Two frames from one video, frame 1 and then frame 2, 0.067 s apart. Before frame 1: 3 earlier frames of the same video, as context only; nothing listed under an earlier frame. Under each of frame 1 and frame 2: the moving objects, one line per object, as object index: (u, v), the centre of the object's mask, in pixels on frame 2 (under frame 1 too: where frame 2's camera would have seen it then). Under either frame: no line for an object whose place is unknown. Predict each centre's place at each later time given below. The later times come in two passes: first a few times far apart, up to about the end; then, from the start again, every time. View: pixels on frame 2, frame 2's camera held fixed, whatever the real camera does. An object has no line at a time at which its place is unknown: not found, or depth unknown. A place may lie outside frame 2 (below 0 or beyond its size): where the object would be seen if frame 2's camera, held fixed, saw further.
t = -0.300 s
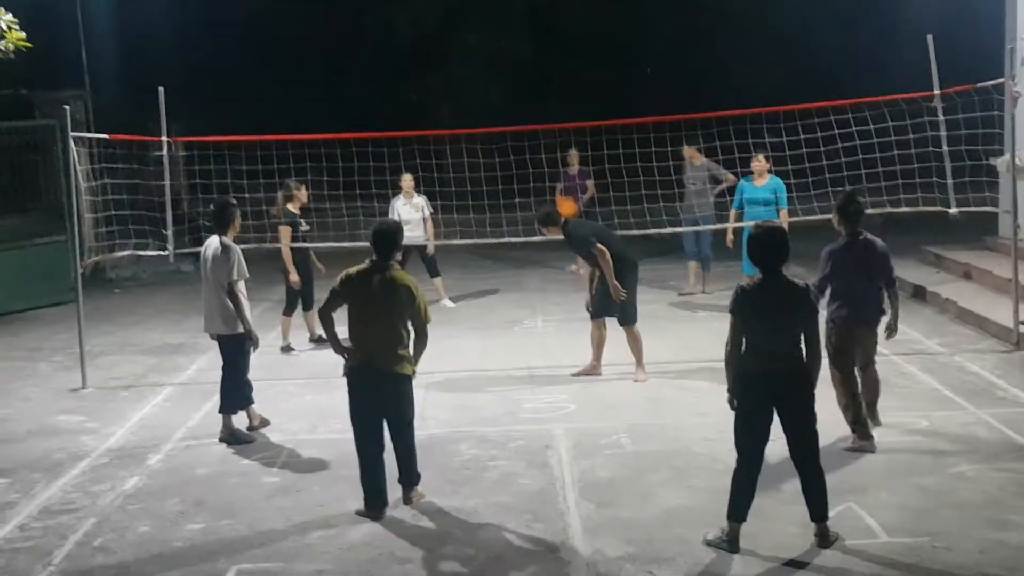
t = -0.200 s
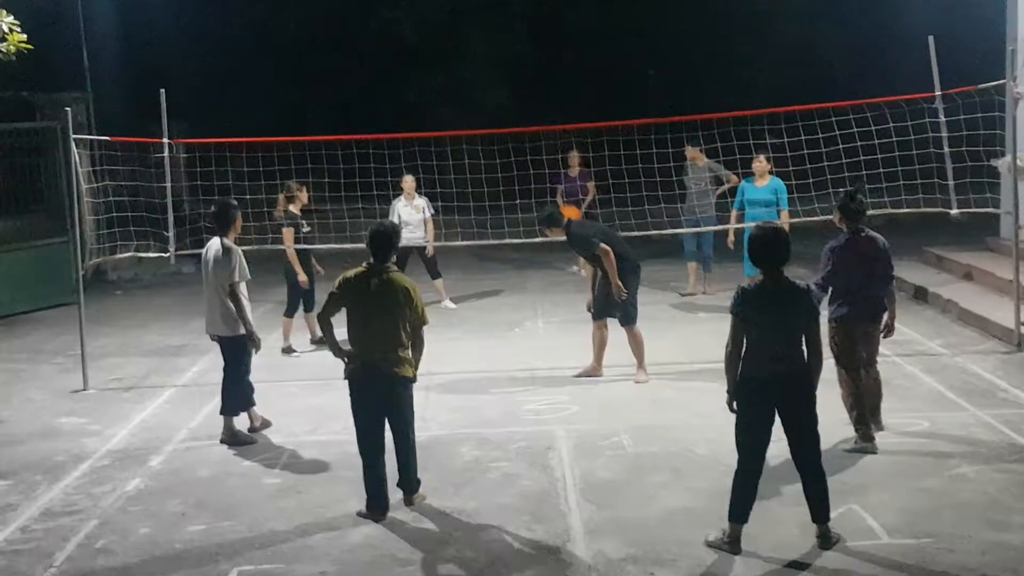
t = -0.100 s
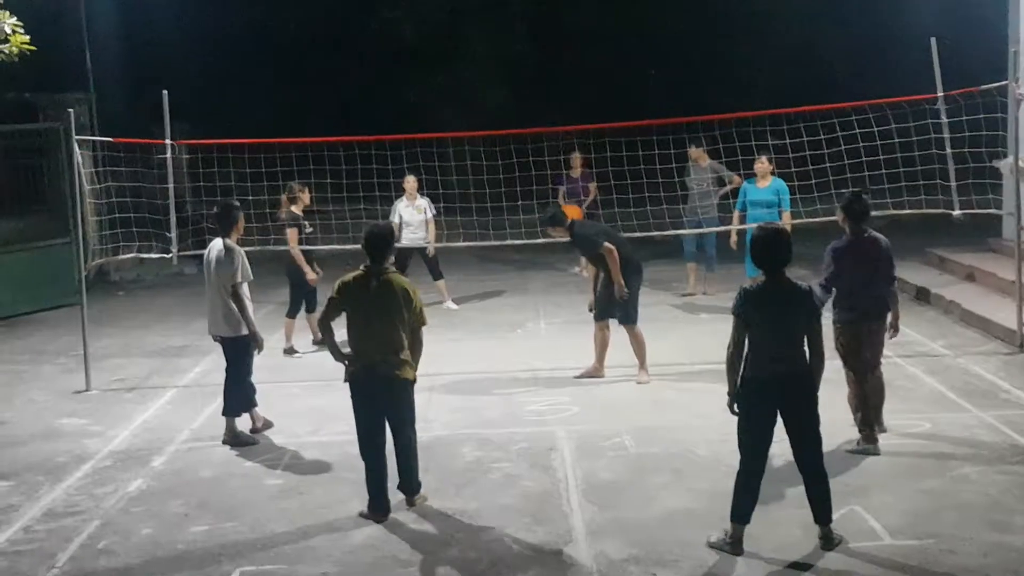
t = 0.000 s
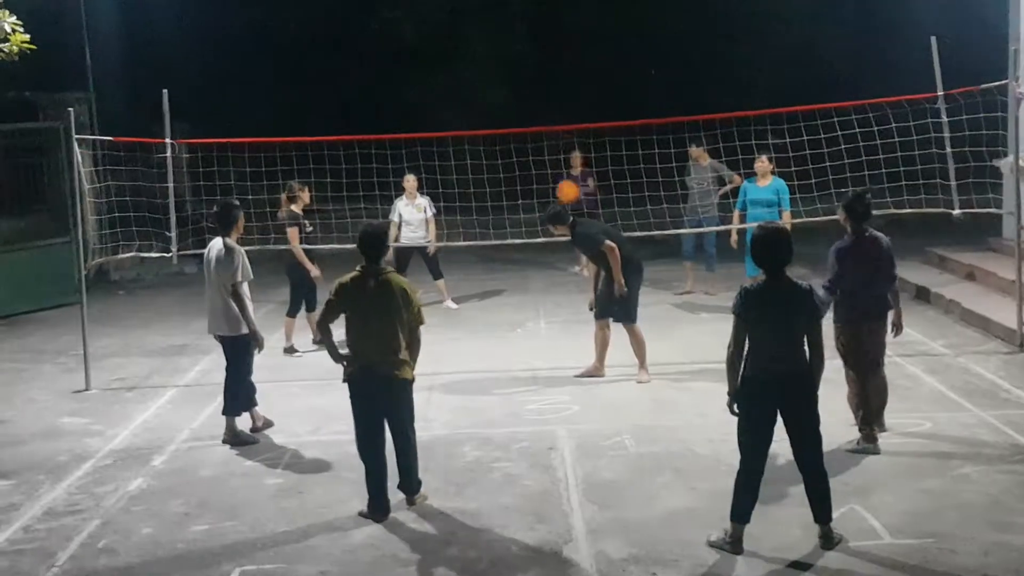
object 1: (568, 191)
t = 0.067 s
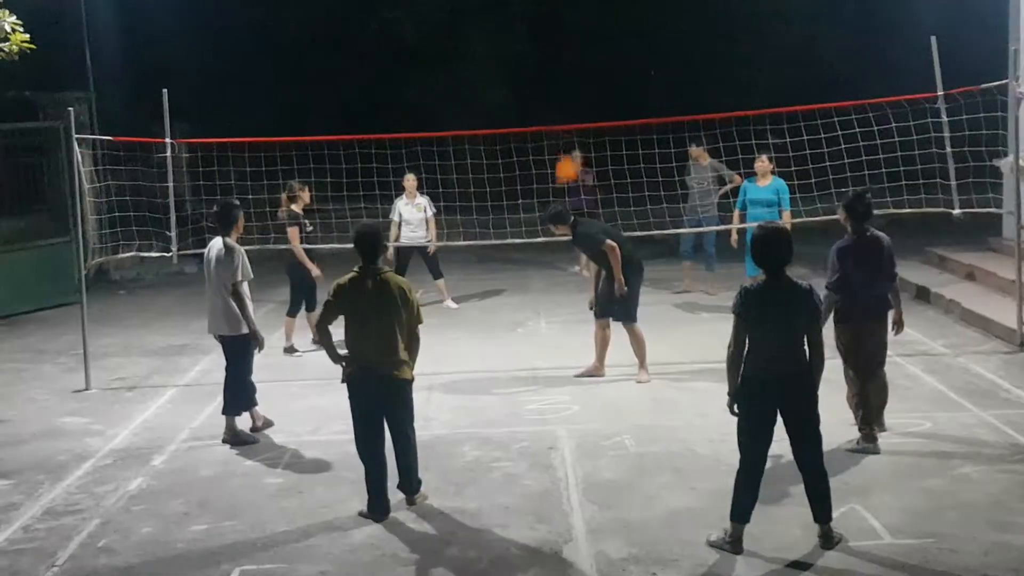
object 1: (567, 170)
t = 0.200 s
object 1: (566, 131)
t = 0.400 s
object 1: (566, 101)
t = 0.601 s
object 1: (568, 102)
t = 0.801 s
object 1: (571, 138)
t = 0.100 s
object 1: (567, 158)
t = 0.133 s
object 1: (566, 148)
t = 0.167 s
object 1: (566, 140)
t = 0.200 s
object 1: (566, 131)
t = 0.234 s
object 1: (566, 123)
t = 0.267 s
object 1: (566, 116)
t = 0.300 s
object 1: (566, 112)
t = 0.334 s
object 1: (566, 107)
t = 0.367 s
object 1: (566, 103)
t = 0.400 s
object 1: (566, 101)
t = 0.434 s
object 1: (566, 99)
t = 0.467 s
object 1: (567, 98)
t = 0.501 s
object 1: (567, 98)
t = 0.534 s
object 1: (567, 98)
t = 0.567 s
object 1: (568, 100)
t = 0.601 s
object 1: (568, 102)
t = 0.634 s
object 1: (569, 106)
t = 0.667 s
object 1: (569, 110)
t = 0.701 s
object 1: (569, 114)
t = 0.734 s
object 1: (570, 121)
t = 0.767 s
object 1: (571, 129)
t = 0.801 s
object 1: (571, 138)
